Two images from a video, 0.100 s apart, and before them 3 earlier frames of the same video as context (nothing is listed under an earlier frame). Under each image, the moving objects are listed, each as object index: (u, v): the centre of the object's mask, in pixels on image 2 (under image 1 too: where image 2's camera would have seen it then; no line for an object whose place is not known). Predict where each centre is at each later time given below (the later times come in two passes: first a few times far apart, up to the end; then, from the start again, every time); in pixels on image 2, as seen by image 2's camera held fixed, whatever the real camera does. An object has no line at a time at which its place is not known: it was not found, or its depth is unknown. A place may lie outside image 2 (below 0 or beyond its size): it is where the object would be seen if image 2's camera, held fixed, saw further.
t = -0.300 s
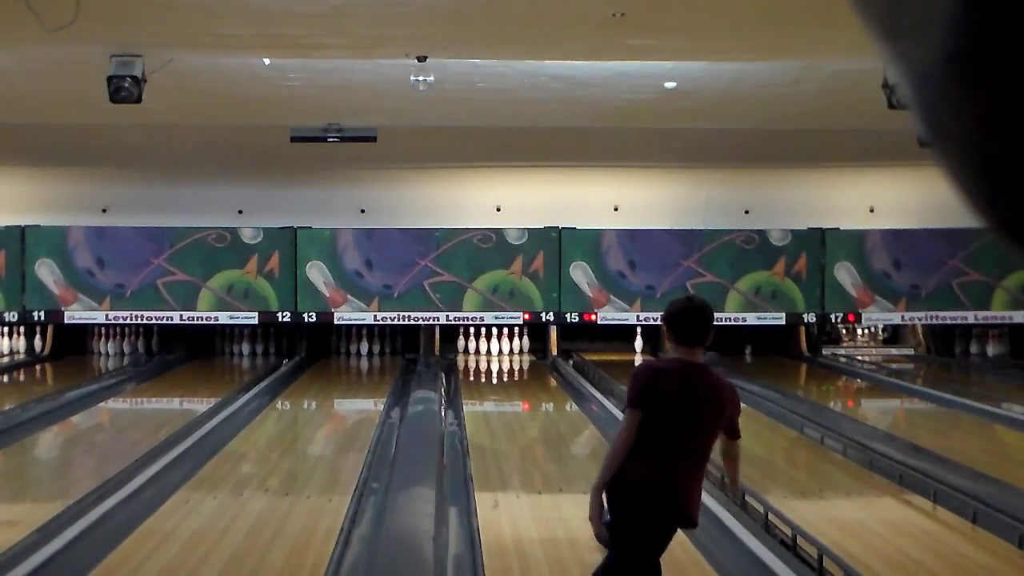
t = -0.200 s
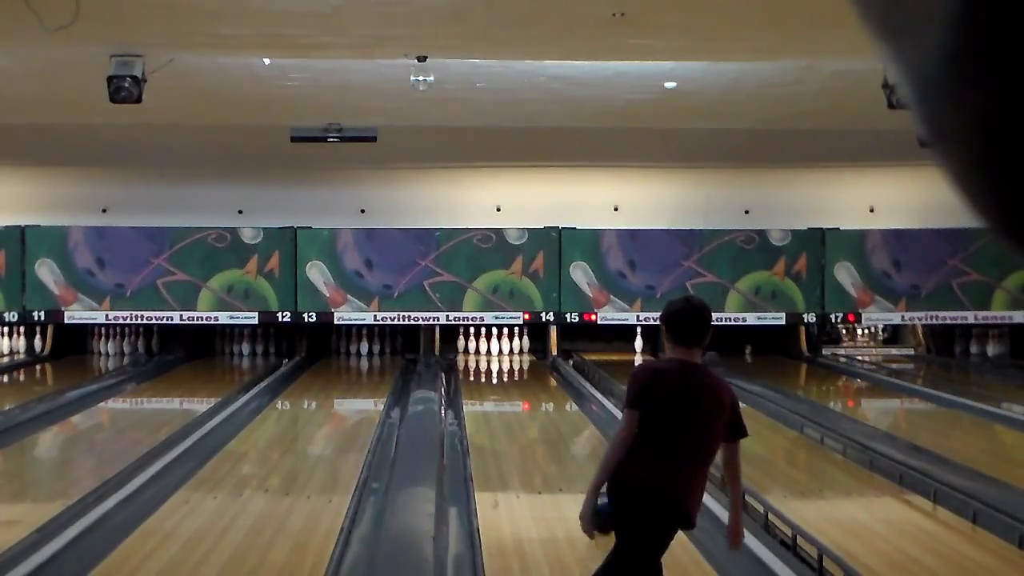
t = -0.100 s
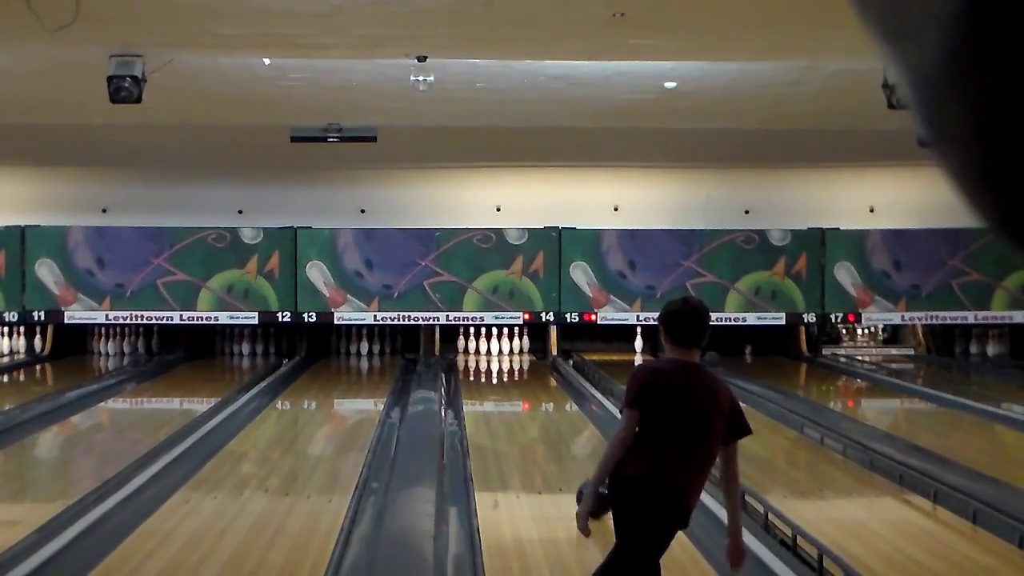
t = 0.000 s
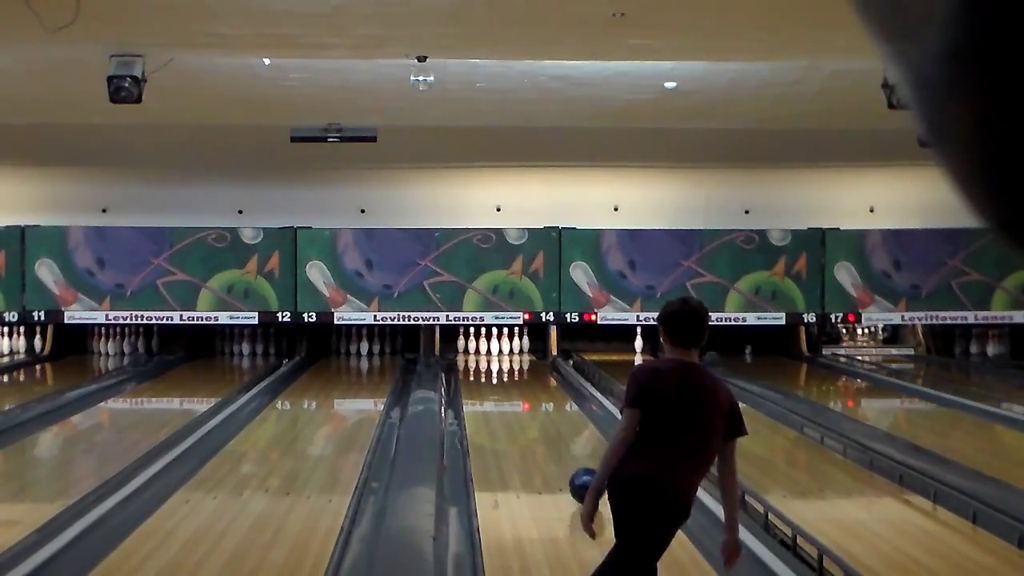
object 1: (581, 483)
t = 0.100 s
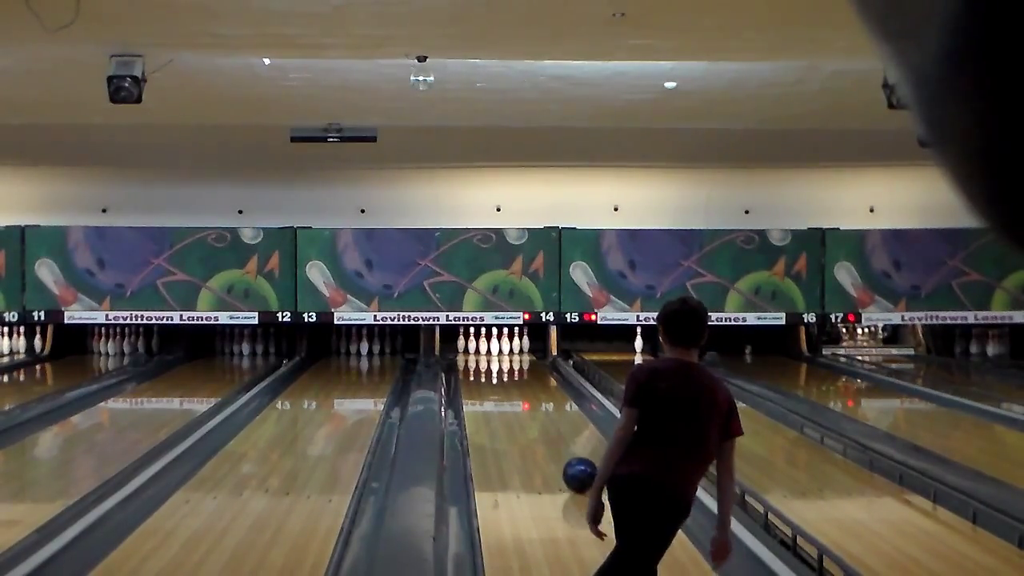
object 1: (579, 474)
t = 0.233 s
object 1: (571, 463)
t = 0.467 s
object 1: (558, 443)
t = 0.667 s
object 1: (548, 428)
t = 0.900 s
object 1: (539, 414)
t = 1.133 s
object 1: (530, 403)
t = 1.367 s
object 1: (523, 393)
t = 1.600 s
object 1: (518, 384)
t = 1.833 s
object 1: (512, 376)
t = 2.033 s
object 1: (509, 371)
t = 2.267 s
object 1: (505, 366)
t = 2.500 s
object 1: (503, 361)
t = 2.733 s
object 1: (500, 357)
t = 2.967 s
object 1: (497, 354)
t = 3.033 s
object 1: (496, 353)
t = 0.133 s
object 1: (577, 471)
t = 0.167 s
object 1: (575, 468)
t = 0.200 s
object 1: (573, 465)
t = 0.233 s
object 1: (571, 463)
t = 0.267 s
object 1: (569, 459)
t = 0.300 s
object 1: (567, 457)
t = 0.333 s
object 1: (565, 454)
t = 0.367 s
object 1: (563, 451)
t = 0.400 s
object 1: (561, 448)
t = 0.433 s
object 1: (560, 445)
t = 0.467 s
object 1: (558, 443)
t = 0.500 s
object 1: (556, 440)
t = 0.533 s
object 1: (554, 437)
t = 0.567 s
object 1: (553, 435)
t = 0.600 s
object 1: (551, 433)
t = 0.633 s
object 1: (550, 430)
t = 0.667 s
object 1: (548, 428)
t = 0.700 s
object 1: (547, 426)
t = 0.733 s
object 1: (545, 424)
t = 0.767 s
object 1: (544, 422)
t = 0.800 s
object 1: (542, 420)
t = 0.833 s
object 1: (541, 418)
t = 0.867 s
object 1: (540, 416)
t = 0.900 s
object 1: (539, 414)
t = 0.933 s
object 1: (537, 412)
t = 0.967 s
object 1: (536, 411)
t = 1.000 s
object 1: (535, 409)
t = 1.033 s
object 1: (533, 407)
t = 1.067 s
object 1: (532, 406)
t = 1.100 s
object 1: (531, 405)
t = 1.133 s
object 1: (530, 403)
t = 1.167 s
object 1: (529, 401)
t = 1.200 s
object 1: (528, 400)
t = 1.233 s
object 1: (527, 398)
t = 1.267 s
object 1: (526, 397)
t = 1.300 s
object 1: (525, 396)
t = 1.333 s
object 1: (524, 394)
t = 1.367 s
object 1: (523, 393)
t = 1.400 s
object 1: (522, 391)
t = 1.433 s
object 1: (522, 389)
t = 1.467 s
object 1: (521, 388)
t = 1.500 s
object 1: (520, 387)
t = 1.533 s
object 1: (520, 386)
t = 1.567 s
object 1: (519, 385)
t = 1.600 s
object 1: (518, 384)
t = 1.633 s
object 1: (517, 383)
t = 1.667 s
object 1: (517, 382)
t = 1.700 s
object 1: (516, 380)
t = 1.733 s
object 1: (515, 379)
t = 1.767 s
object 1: (514, 378)
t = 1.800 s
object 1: (513, 377)
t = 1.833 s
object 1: (512, 376)
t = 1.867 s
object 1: (512, 375)
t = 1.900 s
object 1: (511, 374)
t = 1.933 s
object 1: (510, 374)
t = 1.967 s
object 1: (510, 373)
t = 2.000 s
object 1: (509, 372)
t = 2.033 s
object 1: (509, 371)
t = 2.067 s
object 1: (508, 370)
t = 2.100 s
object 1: (508, 369)
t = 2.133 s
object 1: (508, 369)
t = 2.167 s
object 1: (507, 368)
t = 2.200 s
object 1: (506, 368)
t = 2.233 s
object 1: (506, 367)
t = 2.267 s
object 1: (505, 366)
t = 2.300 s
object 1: (505, 366)
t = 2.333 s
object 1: (505, 365)
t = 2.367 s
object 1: (504, 365)
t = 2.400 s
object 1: (504, 364)
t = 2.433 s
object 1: (503, 363)
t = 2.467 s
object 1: (503, 362)
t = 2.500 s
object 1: (503, 361)
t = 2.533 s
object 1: (502, 361)
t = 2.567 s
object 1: (502, 360)
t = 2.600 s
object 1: (501, 360)
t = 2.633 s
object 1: (501, 359)
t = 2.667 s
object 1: (500, 358)
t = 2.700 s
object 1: (500, 358)
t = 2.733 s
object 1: (500, 357)
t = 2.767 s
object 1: (499, 357)
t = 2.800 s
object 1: (499, 356)
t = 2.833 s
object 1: (499, 356)
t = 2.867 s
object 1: (498, 355)
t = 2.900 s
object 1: (498, 355)
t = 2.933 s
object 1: (497, 354)
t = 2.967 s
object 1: (497, 354)
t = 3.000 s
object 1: (497, 353)
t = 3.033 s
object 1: (496, 353)
